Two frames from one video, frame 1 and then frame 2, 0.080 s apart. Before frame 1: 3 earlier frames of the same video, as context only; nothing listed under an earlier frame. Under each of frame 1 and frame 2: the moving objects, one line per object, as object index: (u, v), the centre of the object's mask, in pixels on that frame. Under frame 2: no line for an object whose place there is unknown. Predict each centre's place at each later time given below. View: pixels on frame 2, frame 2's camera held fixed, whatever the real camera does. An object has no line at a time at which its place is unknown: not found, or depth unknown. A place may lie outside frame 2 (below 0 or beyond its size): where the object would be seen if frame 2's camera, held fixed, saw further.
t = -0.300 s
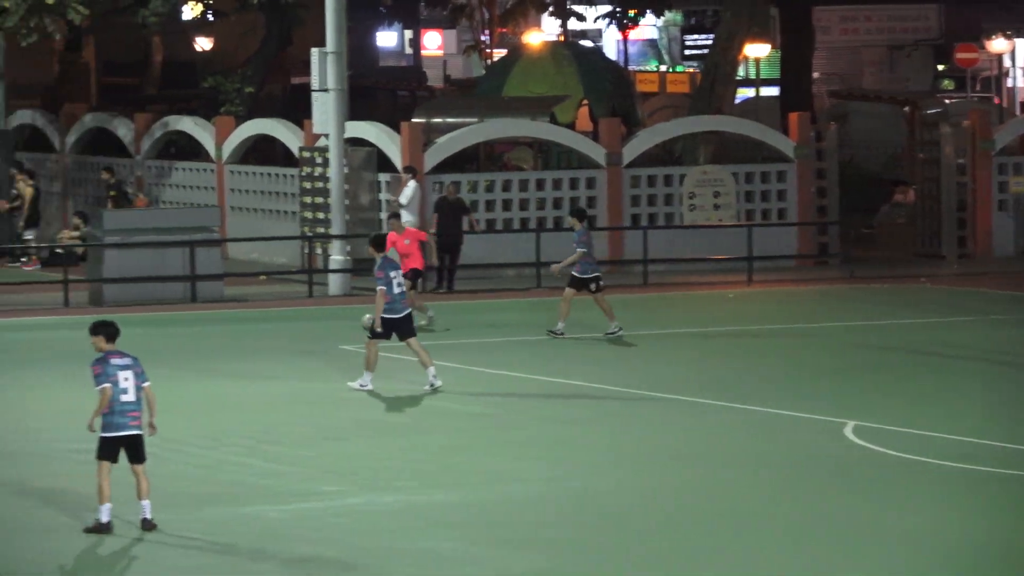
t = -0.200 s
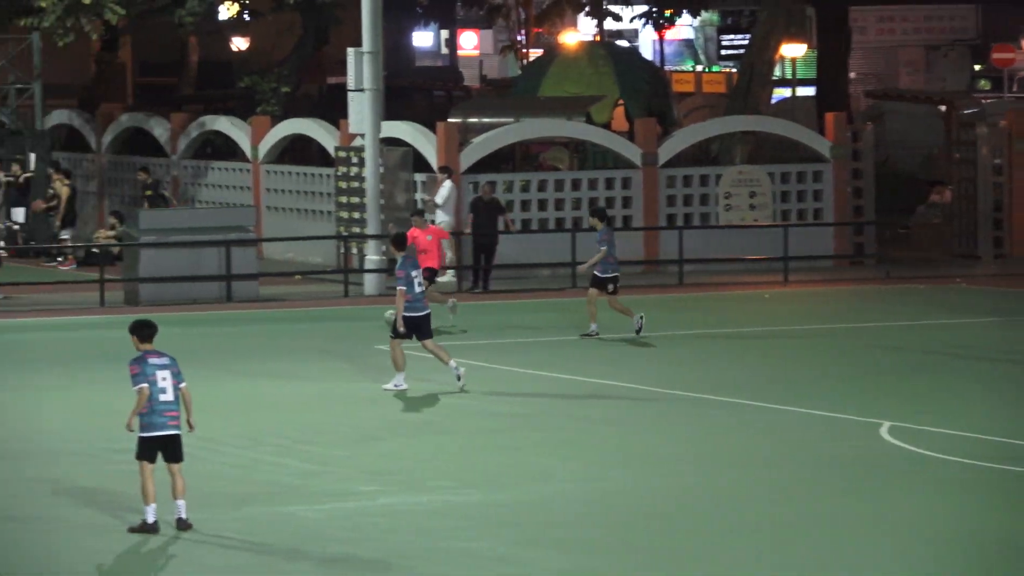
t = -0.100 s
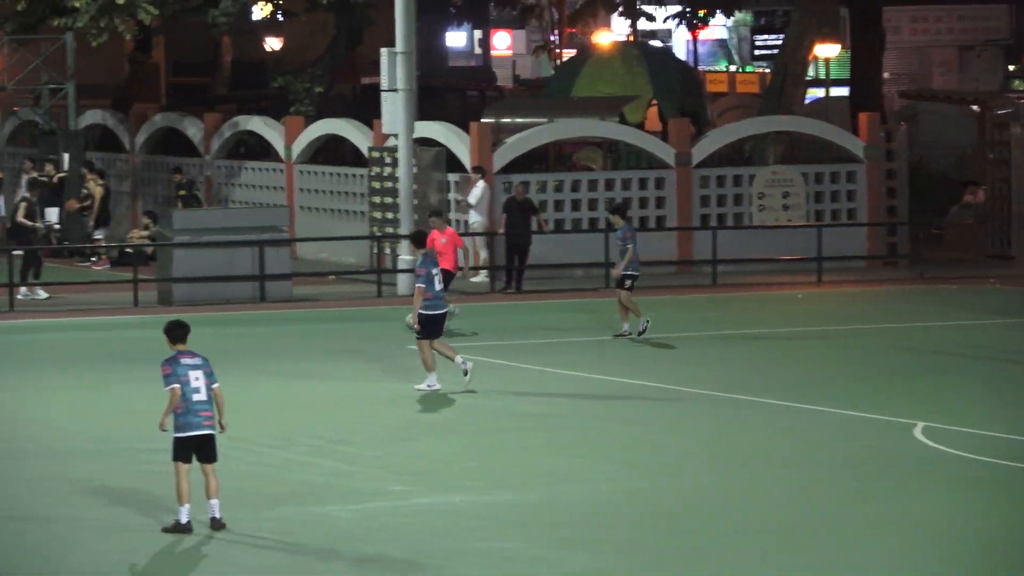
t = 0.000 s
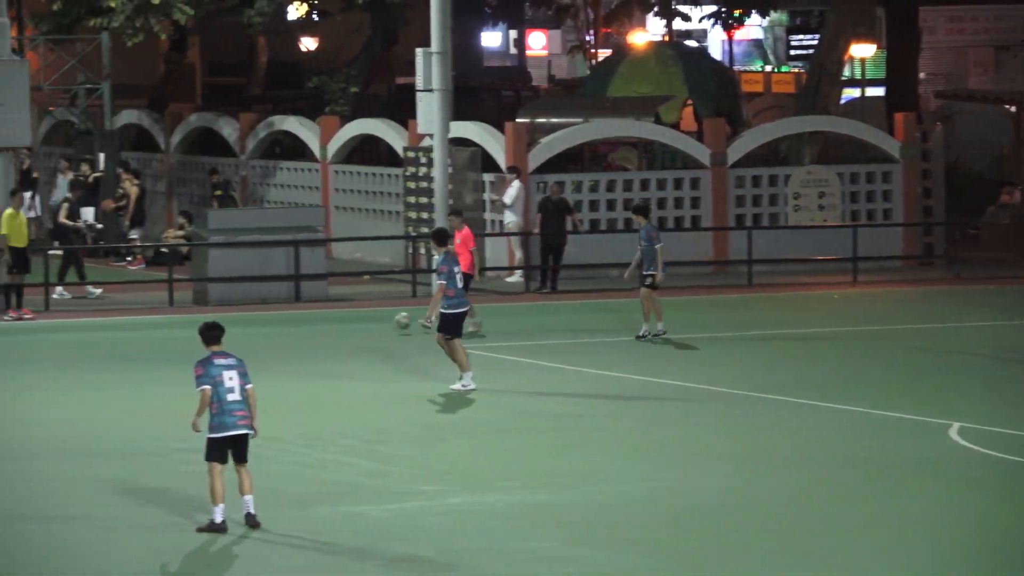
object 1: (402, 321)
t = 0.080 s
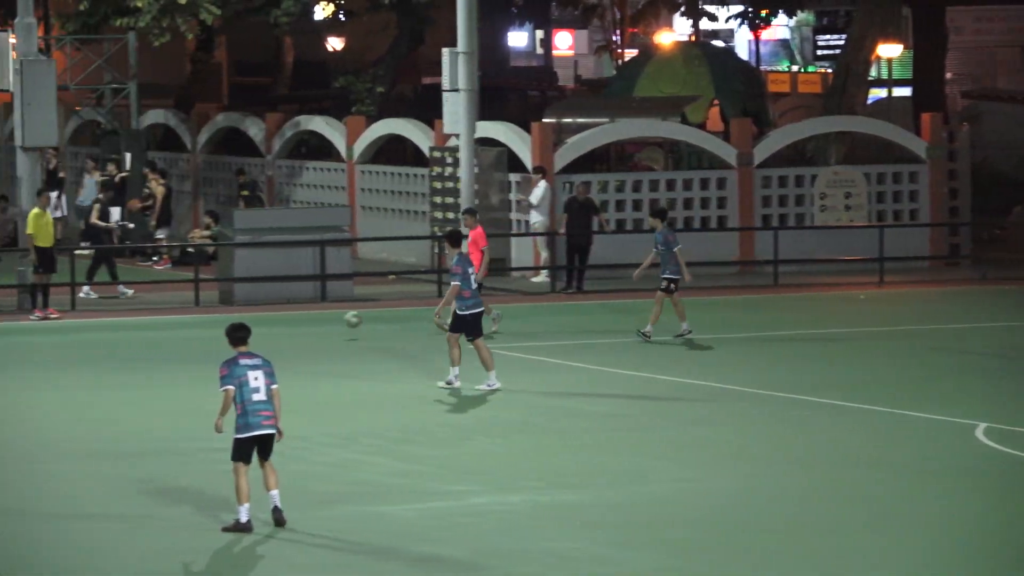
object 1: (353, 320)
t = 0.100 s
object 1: (335, 320)
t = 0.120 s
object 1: (317, 320)
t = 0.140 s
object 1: (299, 321)
